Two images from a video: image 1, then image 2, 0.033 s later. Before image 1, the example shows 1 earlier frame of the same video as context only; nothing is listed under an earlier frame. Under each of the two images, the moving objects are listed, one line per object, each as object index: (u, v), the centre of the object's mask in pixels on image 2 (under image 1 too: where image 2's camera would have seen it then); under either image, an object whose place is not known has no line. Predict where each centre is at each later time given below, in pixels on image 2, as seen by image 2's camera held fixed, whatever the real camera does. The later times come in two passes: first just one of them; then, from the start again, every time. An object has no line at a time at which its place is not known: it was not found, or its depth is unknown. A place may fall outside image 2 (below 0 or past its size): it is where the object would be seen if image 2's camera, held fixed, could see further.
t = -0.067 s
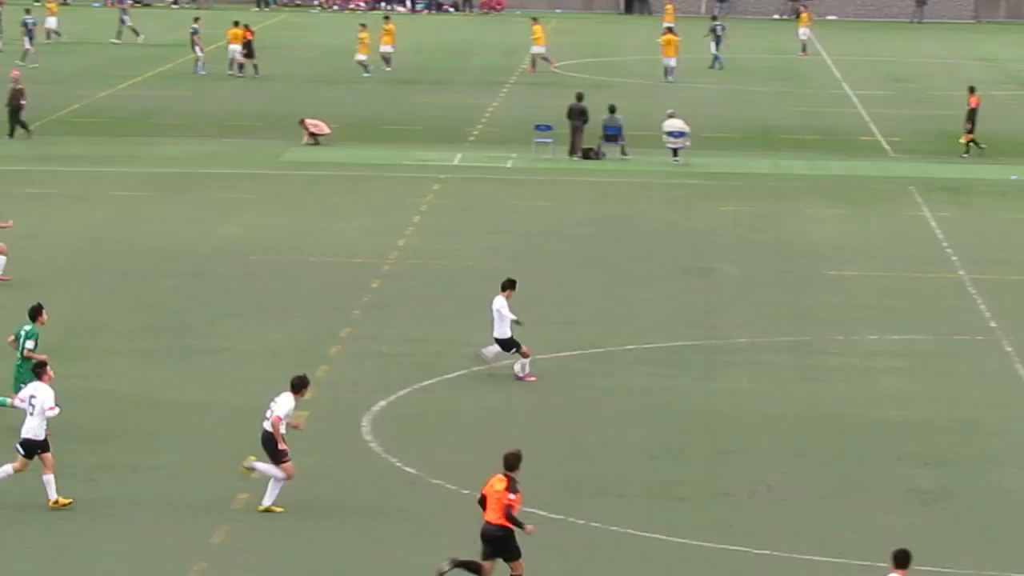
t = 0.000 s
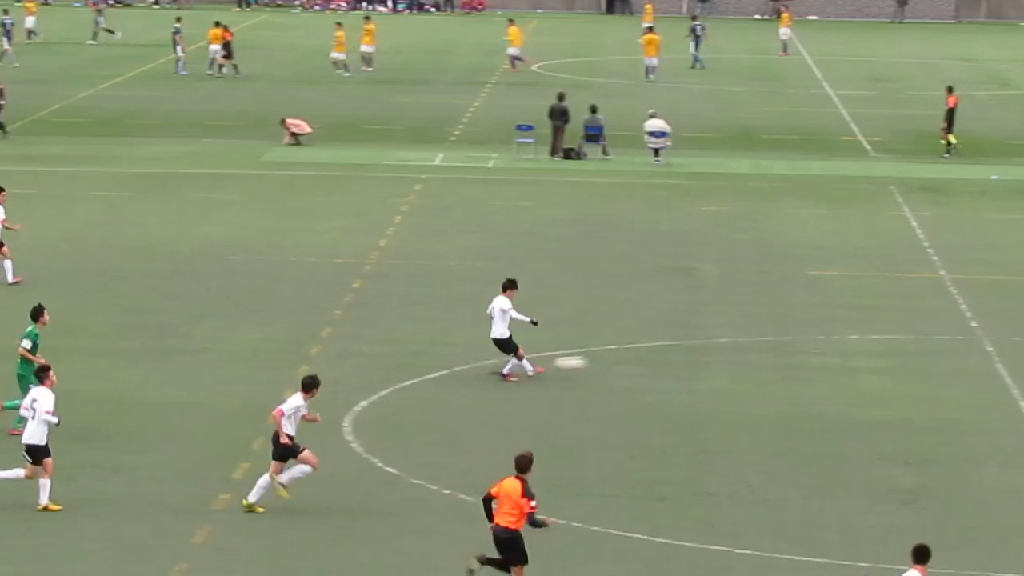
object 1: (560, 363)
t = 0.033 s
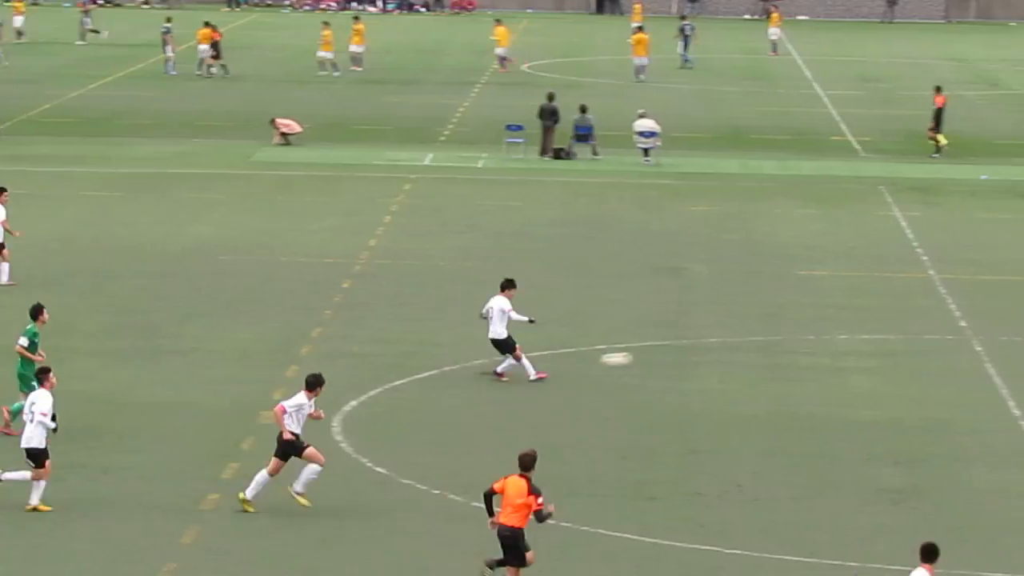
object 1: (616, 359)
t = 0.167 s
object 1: (843, 355)
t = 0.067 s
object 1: (673, 356)
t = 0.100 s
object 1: (729, 355)
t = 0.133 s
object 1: (786, 354)
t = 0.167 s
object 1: (843, 355)
